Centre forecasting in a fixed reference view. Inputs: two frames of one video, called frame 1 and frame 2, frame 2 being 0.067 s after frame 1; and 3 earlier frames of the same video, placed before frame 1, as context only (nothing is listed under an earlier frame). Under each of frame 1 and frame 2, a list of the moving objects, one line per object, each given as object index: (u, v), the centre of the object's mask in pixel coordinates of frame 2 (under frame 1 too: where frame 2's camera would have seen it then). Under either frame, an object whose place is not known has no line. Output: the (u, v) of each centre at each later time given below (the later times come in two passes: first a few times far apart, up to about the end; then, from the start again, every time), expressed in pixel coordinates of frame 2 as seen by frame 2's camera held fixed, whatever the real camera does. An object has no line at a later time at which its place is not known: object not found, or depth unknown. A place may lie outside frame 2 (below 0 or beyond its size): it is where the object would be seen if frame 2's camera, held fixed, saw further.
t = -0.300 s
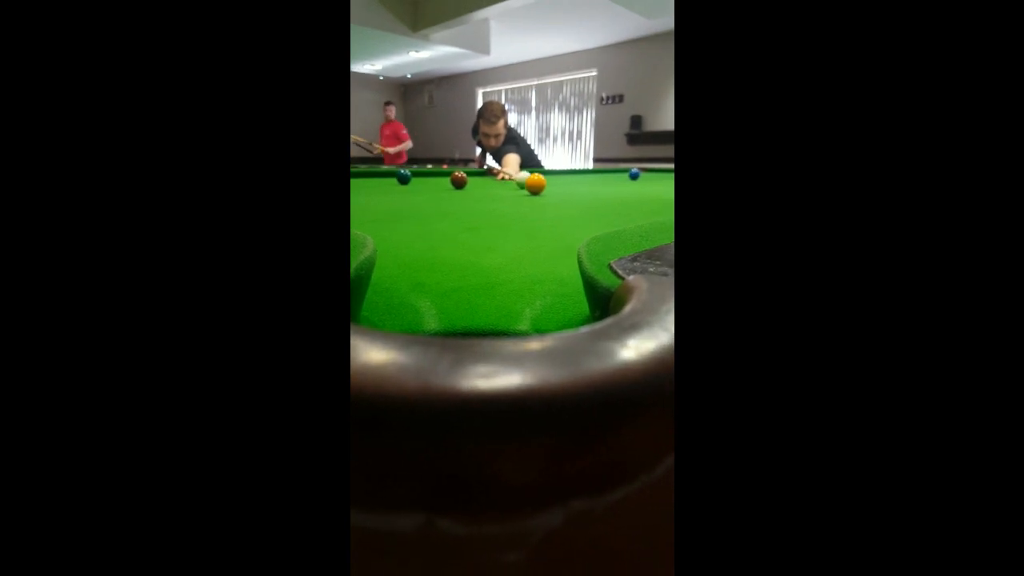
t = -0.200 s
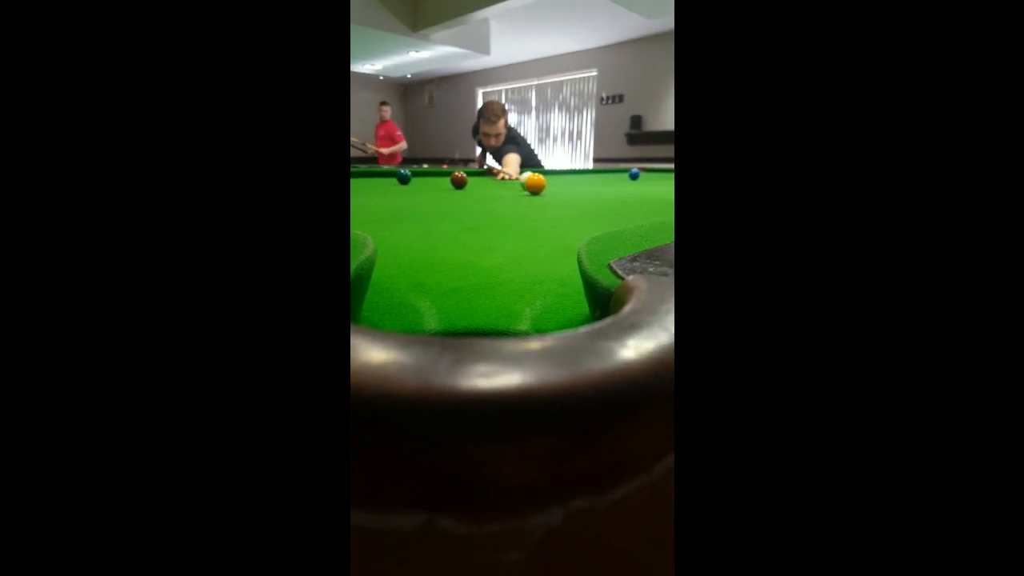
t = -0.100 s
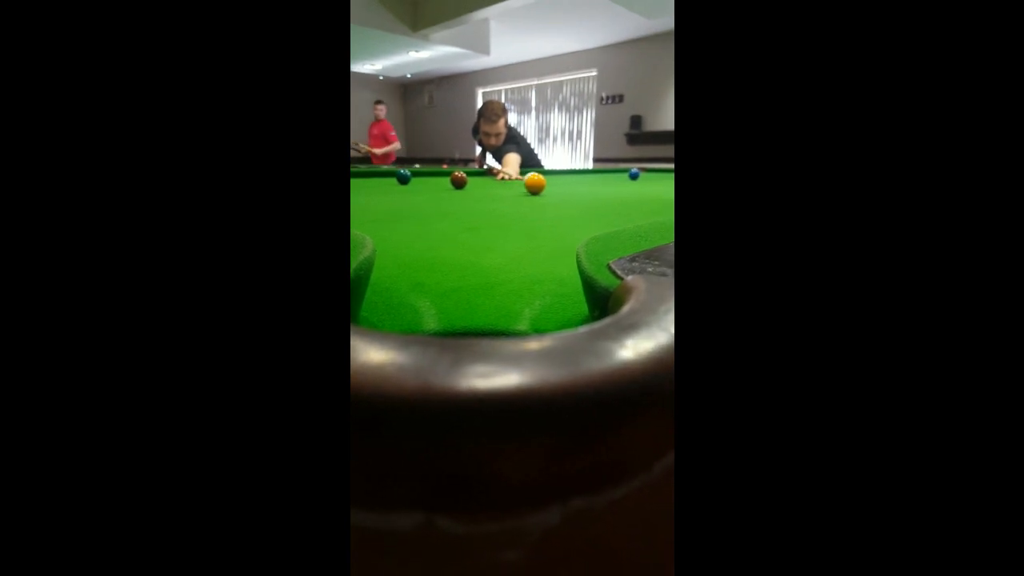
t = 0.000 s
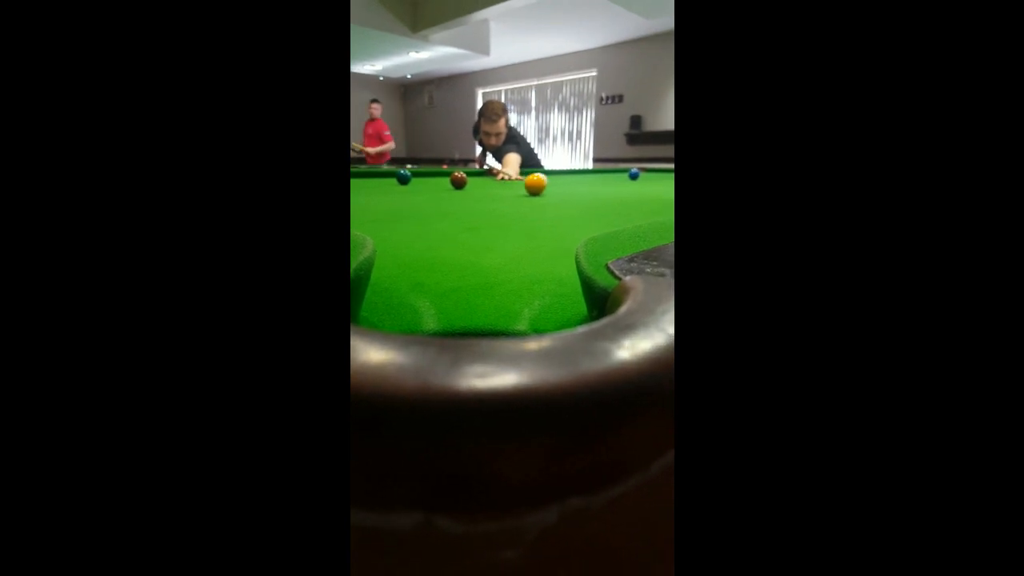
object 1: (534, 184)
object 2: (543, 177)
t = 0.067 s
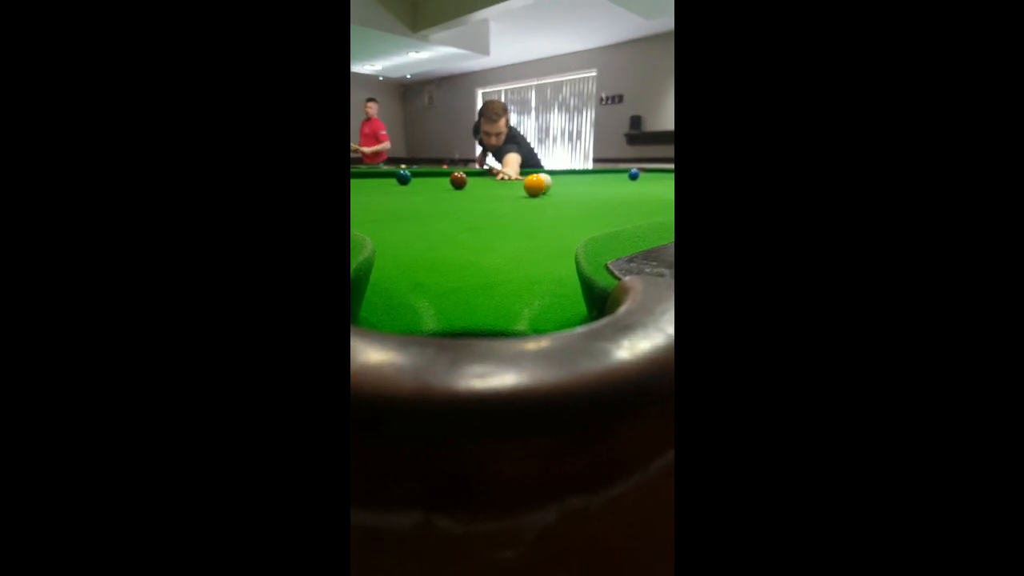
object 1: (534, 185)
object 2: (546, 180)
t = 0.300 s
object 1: (532, 187)
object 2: (556, 182)
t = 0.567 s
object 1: (529, 190)
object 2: (570, 183)
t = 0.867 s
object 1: (525, 195)
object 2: (586, 184)
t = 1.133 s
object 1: (520, 200)
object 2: (597, 185)
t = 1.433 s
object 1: (512, 208)
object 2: (607, 186)
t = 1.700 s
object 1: (504, 216)
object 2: (612, 186)
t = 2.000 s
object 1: (493, 228)
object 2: (614, 187)
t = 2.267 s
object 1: (479, 242)
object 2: (614, 187)
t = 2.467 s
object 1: (466, 254)
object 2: (614, 187)
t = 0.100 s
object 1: (533, 185)
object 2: (547, 180)
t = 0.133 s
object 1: (533, 186)
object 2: (549, 181)
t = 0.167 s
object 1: (533, 186)
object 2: (550, 181)
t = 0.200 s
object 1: (533, 186)
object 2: (551, 181)
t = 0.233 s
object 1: (533, 187)
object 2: (552, 182)
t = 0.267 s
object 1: (532, 187)
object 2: (554, 182)
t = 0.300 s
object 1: (532, 187)
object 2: (556, 182)
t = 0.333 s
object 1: (532, 188)
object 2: (557, 182)
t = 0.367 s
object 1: (531, 188)
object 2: (559, 182)
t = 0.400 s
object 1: (531, 188)
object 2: (561, 182)
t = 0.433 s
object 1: (531, 189)
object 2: (563, 183)
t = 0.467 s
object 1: (530, 189)
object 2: (565, 183)
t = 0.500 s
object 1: (530, 190)
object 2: (567, 183)
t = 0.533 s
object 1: (530, 190)
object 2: (569, 183)
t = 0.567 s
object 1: (529, 190)
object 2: (570, 183)
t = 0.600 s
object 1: (529, 191)
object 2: (572, 184)
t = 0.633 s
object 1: (528, 191)
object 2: (574, 184)
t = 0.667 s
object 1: (528, 192)
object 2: (576, 184)
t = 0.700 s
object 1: (528, 192)
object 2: (578, 184)
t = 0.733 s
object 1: (527, 193)
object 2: (579, 184)
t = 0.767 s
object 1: (527, 193)
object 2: (581, 184)
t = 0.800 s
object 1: (526, 194)
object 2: (583, 184)
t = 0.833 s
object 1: (525, 195)
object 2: (584, 184)
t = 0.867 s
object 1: (525, 195)
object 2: (586, 184)
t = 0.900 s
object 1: (524, 196)
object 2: (587, 184)
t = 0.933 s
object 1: (523, 196)
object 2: (589, 184)
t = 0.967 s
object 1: (523, 197)
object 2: (590, 185)
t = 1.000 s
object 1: (522, 198)
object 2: (592, 185)
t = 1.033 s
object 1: (522, 198)
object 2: (593, 185)
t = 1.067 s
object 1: (521, 199)
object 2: (594, 185)
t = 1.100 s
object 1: (520, 200)
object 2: (596, 185)
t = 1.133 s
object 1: (520, 200)
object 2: (597, 185)
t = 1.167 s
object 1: (519, 201)
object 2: (598, 185)
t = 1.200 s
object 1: (518, 202)
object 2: (600, 185)
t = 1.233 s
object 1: (518, 203)
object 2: (601, 186)
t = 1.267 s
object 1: (517, 203)
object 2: (602, 186)
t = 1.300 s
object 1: (516, 204)
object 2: (603, 186)
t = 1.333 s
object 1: (515, 205)
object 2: (604, 186)
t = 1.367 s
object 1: (514, 206)
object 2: (605, 186)
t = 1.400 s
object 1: (513, 207)
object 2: (606, 186)
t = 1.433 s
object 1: (512, 208)
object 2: (607, 186)
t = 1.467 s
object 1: (511, 209)
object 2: (608, 186)
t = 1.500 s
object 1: (510, 210)
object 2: (608, 186)
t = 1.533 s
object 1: (509, 211)
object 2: (609, 186)
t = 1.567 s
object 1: (508, 212)
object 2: (610, 186)
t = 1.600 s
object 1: (507, 213)
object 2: (611, 186)
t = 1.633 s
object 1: (506, 214)
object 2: (611, 186)
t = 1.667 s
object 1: (505, 215)
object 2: (612, 186)
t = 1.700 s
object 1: (504, 216)
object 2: (612, 186)
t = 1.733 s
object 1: (503, 218)
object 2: (613, 186)
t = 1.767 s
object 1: (502, 219)
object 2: (614, 186)
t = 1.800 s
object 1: (501, 220)
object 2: (614, 186)
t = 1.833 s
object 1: (500, 221)
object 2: (614, 186)
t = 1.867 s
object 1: (499, 222)
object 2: (614, 186)
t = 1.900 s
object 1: (498, 224)
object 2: (614, 187)
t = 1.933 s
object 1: (496, 226)
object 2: (614, 186)
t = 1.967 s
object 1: (495, 226)
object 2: (614, 187)
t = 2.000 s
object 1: (493, 228)
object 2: (614, 187)
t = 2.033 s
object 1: (491, 231)
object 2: (614, 187)
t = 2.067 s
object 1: (490, 231)
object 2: (614, 186)
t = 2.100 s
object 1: (488, 233)
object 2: (614, 186)
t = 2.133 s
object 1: (486, 235)
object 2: (614, 186)
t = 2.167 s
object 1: (485, 236)
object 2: (615, 187)
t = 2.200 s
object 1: (483, 238)
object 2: (615, 187)
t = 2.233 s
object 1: (481, 240)
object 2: (614, 187)
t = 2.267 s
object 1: (479, 242)
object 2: (614, 187)
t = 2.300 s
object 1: (477, 243)
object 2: (614, 187)
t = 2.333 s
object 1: (475, 245)
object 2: (614, 187)
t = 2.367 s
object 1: (473, 247)
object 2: (614, 187)
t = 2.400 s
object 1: (471, 250)
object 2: (614, 187)
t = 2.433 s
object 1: (468, 252)
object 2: (614, 187)
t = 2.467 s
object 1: (466, 254)
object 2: (614, 187)
